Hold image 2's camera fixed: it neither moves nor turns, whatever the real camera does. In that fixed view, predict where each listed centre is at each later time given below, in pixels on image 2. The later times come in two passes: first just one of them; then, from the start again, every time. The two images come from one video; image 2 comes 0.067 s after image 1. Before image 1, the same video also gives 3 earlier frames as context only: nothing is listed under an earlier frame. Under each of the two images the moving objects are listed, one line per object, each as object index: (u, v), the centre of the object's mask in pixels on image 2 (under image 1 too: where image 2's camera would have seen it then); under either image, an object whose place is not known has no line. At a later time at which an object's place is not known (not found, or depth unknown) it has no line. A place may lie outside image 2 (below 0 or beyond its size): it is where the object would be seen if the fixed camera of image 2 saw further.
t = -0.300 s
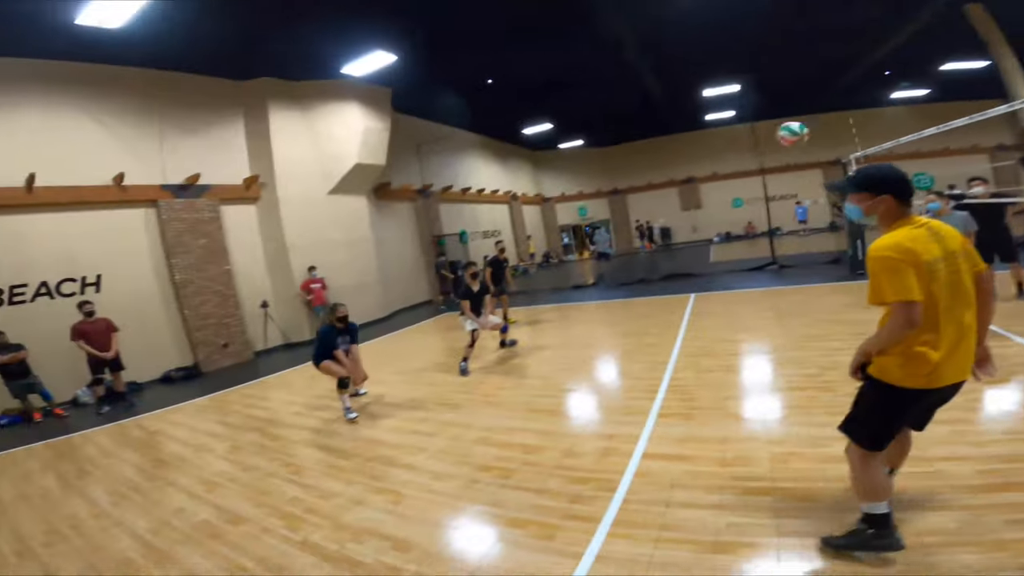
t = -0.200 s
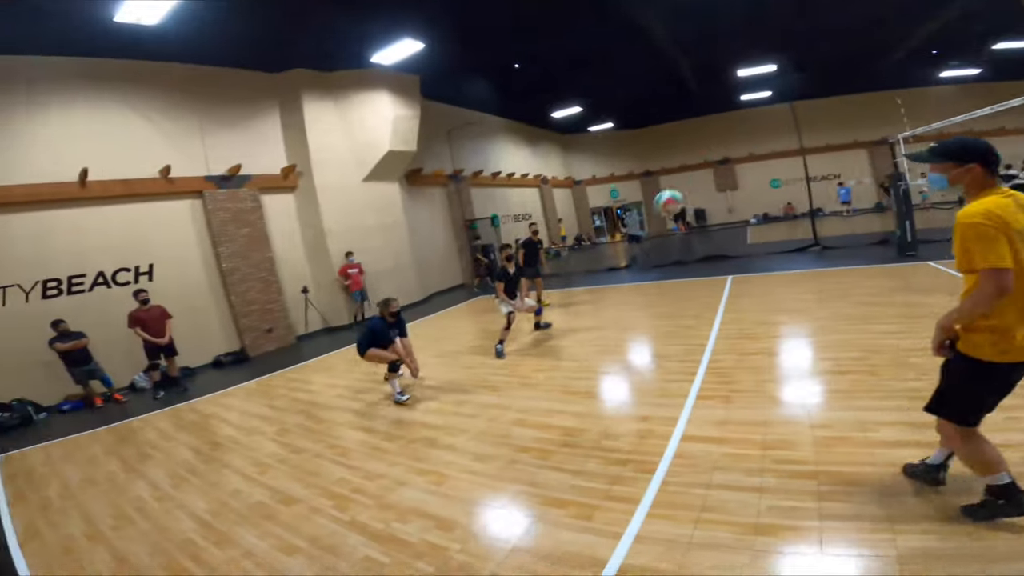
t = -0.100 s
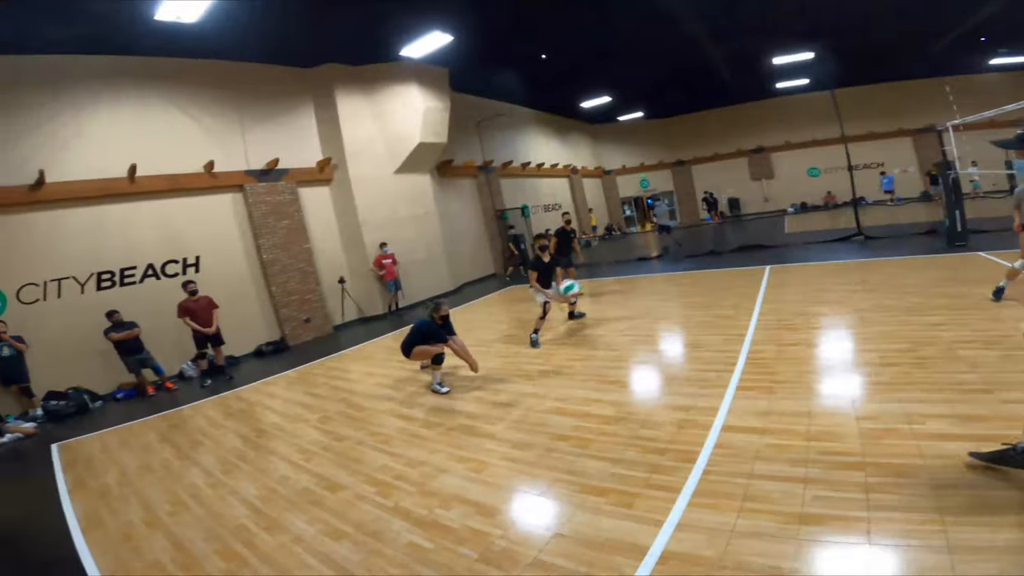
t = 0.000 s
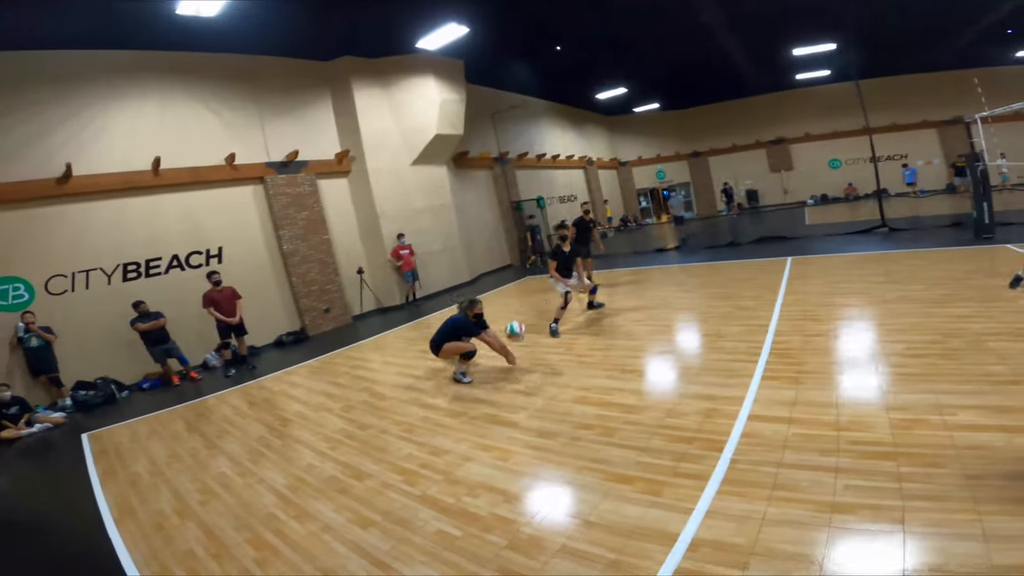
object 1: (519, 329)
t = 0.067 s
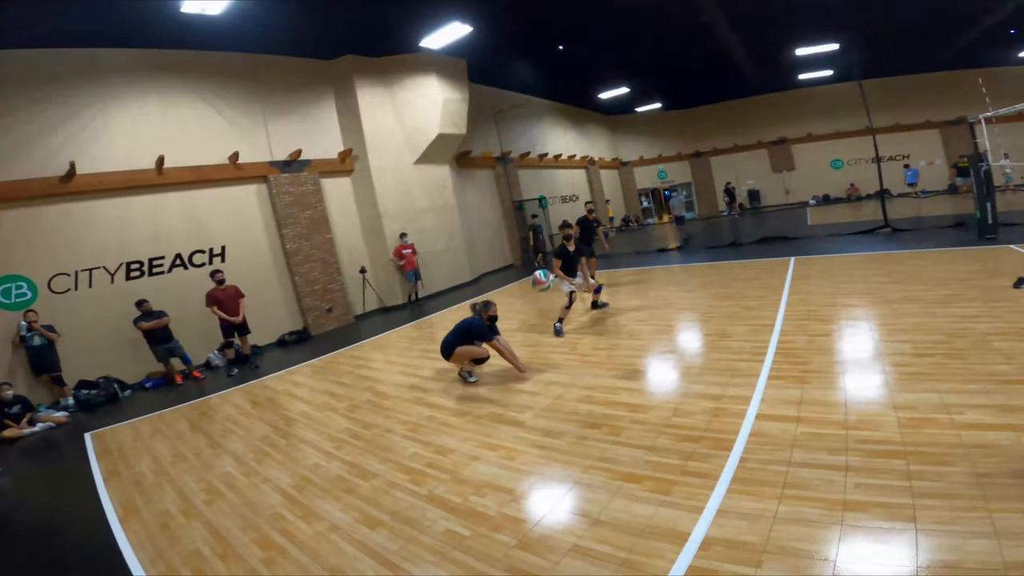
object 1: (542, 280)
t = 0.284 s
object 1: (642, 115)
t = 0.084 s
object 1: (548, 268)
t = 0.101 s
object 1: (555, 255)
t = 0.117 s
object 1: (562, 243)
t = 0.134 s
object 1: (569, 231)
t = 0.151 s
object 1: (576, 217)
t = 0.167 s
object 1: (584, 205)
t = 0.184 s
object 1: (592, 189)
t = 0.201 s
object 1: (603, 177)
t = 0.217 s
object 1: (611, 164)
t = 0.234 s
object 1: (618, 152)
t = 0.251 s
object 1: (626, 138)
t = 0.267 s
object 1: (634, 126)
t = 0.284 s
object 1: (642, 115)
